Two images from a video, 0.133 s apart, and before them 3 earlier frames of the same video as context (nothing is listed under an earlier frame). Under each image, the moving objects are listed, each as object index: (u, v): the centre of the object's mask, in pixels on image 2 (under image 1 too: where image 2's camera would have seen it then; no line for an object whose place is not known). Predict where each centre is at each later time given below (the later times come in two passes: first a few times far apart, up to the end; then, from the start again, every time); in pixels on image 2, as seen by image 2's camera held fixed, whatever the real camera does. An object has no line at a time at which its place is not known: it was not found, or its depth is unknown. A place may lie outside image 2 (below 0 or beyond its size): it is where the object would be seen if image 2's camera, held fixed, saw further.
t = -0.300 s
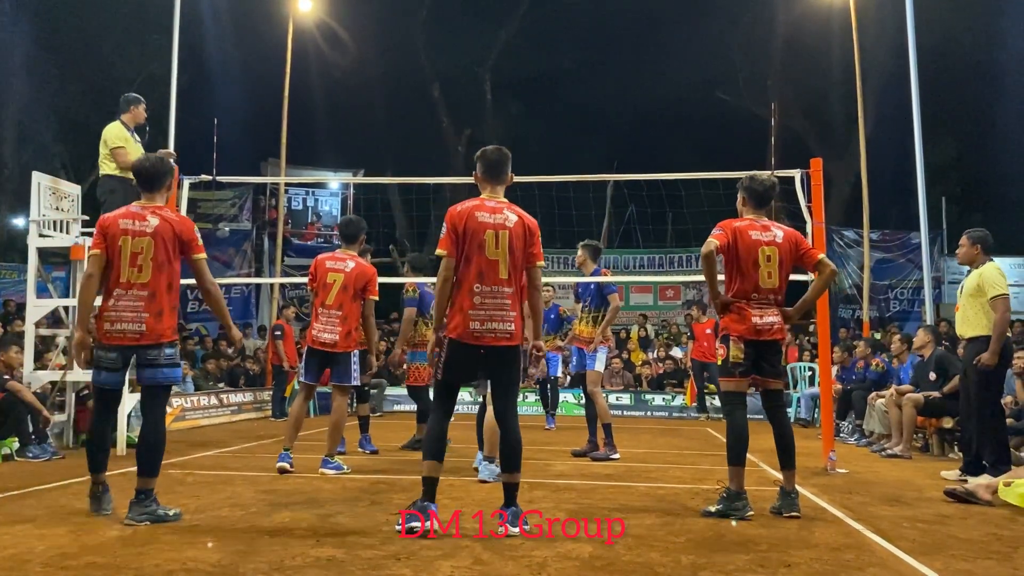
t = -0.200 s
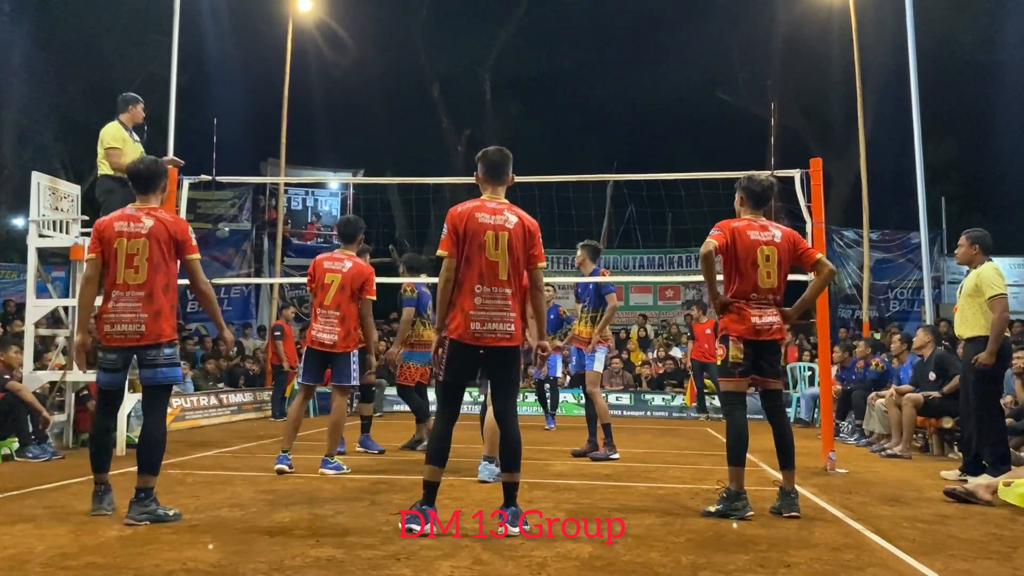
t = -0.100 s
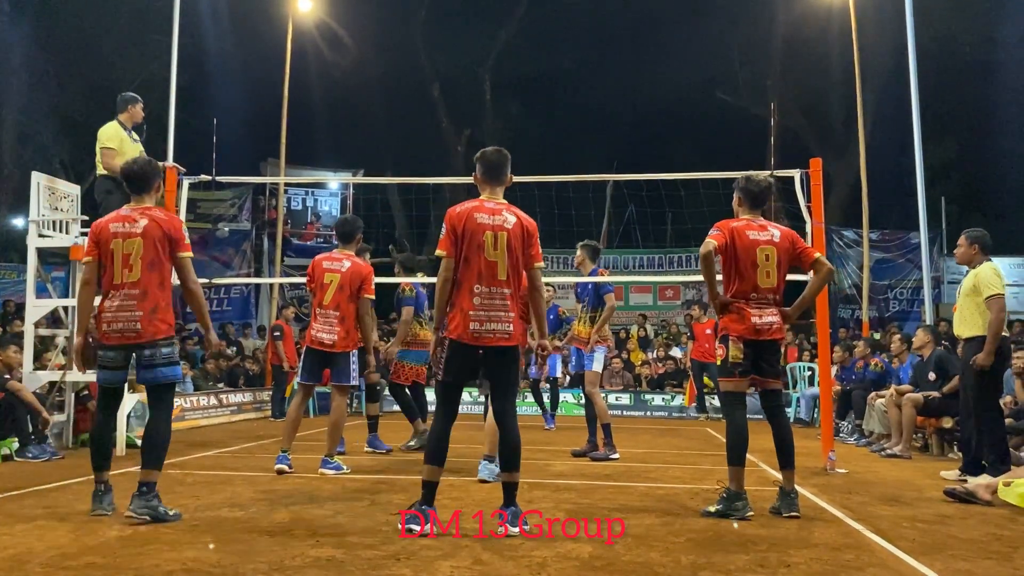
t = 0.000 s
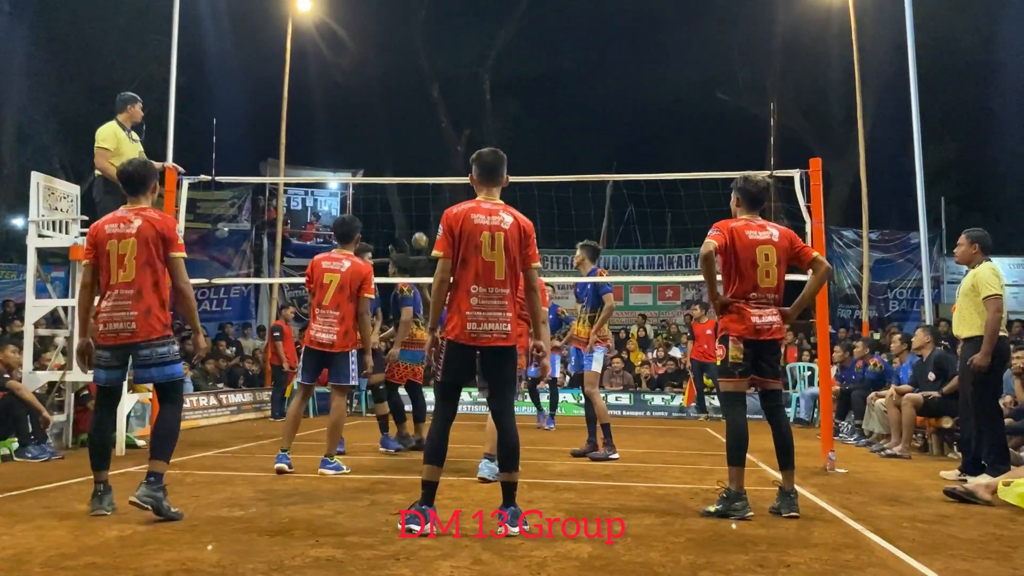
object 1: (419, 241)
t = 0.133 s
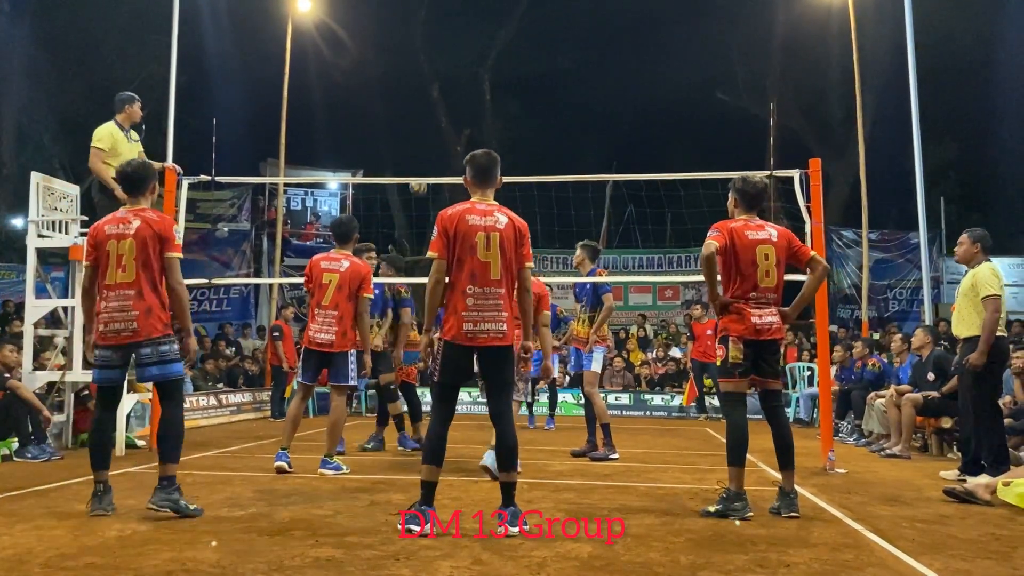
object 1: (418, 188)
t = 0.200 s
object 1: (417, 160)
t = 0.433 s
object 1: (408, 85)
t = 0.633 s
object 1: (399, 43)
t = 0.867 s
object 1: (384, 37)
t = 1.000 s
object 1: (373, 62)
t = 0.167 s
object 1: (417, 171)
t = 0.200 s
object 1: (417, 160)
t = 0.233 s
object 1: (416, 148)
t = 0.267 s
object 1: (415, 136)
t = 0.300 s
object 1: (414, 125)
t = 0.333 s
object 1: (412, 114)
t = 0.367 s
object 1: (411, 104)
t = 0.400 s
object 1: (410, 94)
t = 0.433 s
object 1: (408, 85)
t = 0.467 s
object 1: (407, 76)
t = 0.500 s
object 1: (405, 68)
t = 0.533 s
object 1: (404, 61)
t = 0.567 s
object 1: (402, 54)
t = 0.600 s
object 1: (400, 48)
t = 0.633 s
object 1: (399, 43)
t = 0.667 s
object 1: (397, 39)
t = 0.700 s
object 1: (395, 36)
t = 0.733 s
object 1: (393, 34)
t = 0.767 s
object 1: (391, 33)
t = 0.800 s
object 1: (389, 33)
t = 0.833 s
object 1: (387, 35)
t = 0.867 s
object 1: (384, 37)
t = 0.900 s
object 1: (382, 41)
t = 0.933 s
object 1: (379, 46)
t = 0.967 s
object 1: (376, 53)
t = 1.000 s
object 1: (373, 62)
